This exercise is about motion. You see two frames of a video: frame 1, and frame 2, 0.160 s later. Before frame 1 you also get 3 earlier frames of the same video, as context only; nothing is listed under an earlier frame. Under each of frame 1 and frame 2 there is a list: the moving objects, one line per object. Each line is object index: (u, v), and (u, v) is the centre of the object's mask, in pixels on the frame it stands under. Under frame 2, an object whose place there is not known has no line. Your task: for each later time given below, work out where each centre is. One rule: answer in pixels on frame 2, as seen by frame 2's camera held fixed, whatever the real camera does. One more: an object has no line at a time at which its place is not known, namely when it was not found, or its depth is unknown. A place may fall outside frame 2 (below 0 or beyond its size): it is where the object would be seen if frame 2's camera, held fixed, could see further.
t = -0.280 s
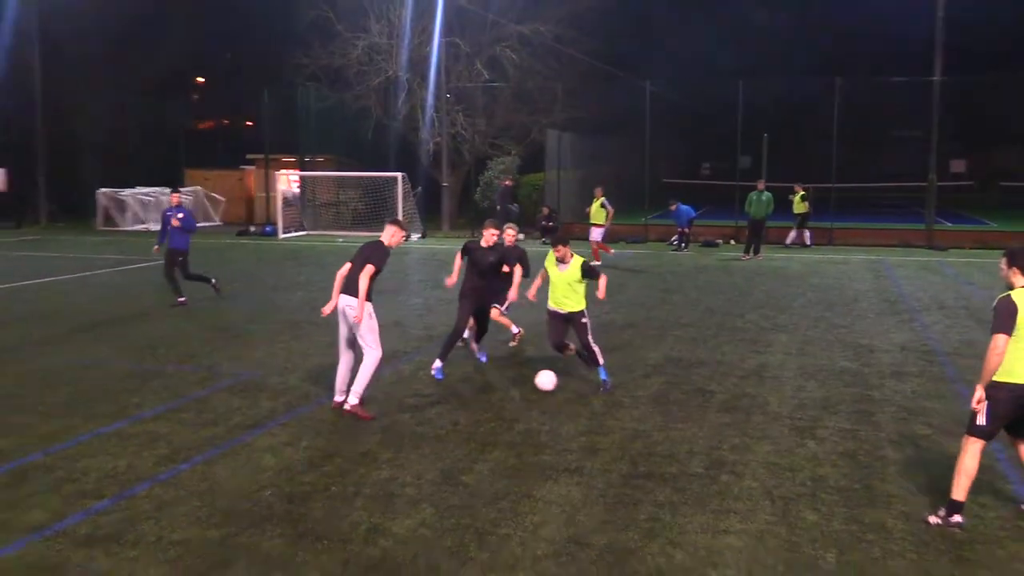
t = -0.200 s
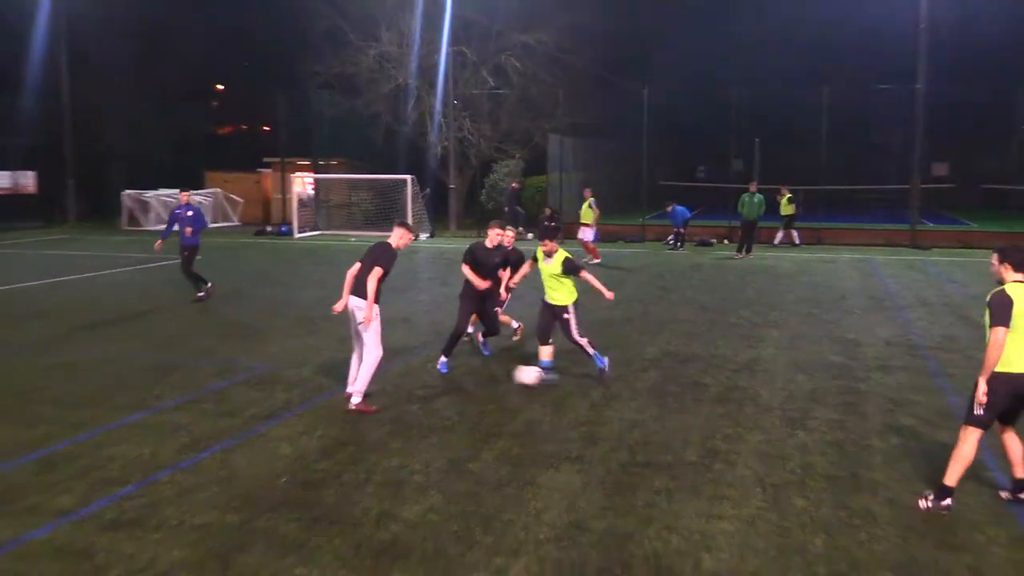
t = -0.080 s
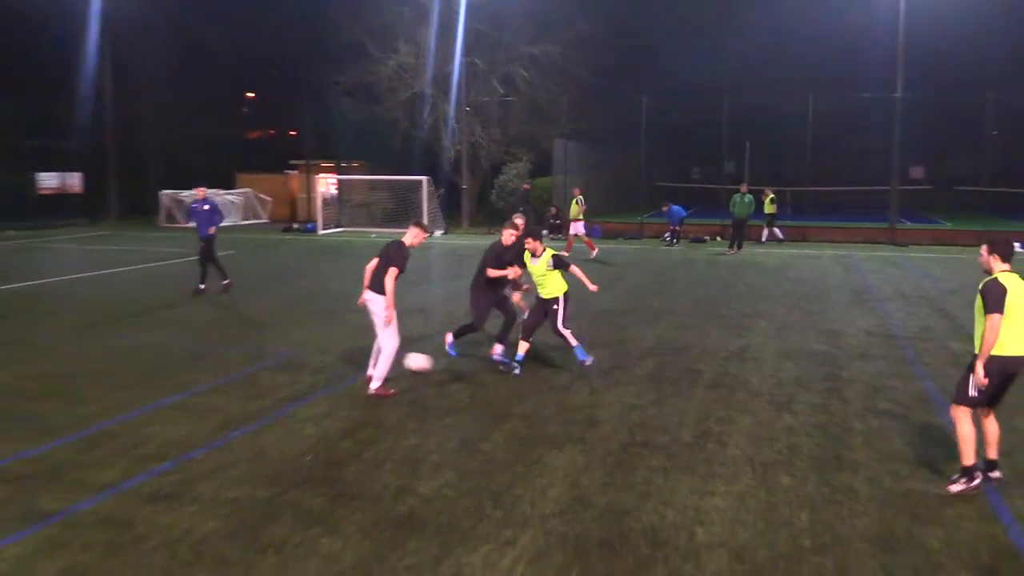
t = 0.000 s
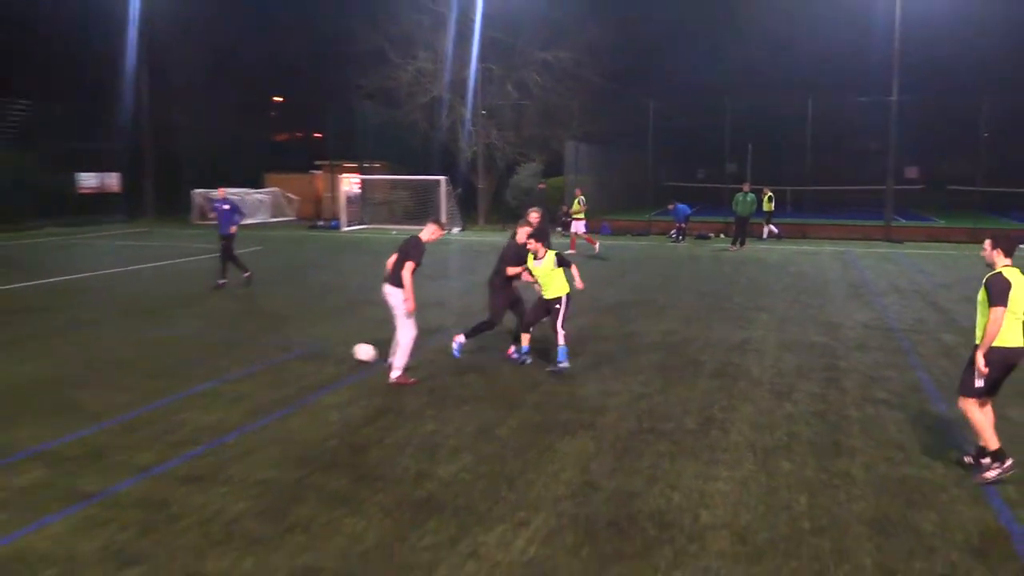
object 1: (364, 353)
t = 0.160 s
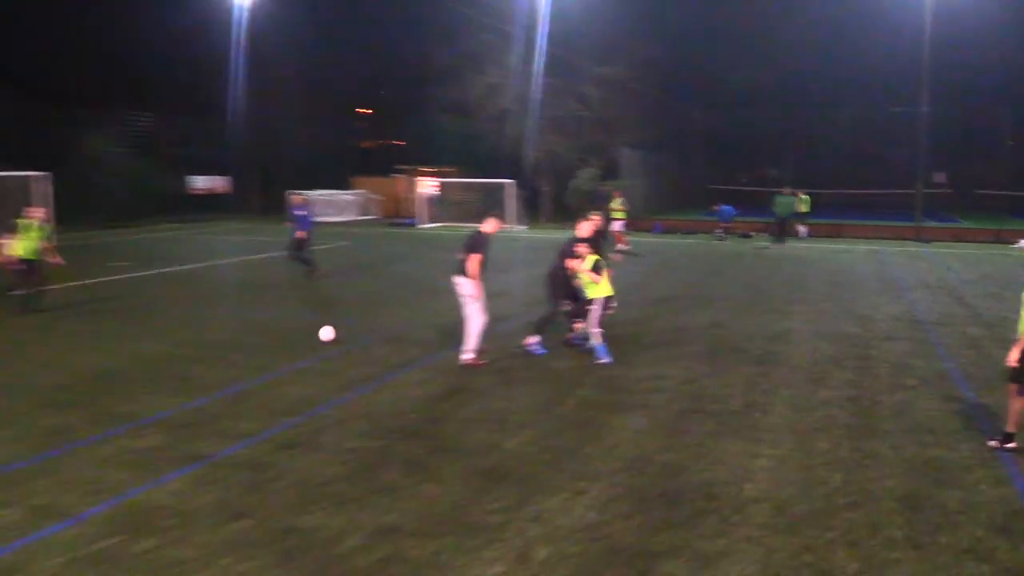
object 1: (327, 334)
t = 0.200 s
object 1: (302, 332)
